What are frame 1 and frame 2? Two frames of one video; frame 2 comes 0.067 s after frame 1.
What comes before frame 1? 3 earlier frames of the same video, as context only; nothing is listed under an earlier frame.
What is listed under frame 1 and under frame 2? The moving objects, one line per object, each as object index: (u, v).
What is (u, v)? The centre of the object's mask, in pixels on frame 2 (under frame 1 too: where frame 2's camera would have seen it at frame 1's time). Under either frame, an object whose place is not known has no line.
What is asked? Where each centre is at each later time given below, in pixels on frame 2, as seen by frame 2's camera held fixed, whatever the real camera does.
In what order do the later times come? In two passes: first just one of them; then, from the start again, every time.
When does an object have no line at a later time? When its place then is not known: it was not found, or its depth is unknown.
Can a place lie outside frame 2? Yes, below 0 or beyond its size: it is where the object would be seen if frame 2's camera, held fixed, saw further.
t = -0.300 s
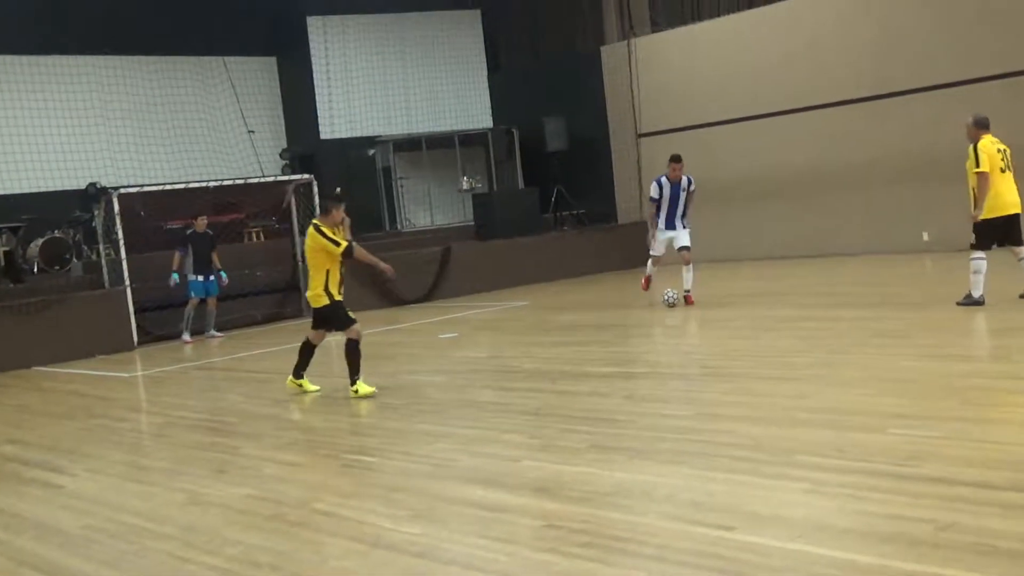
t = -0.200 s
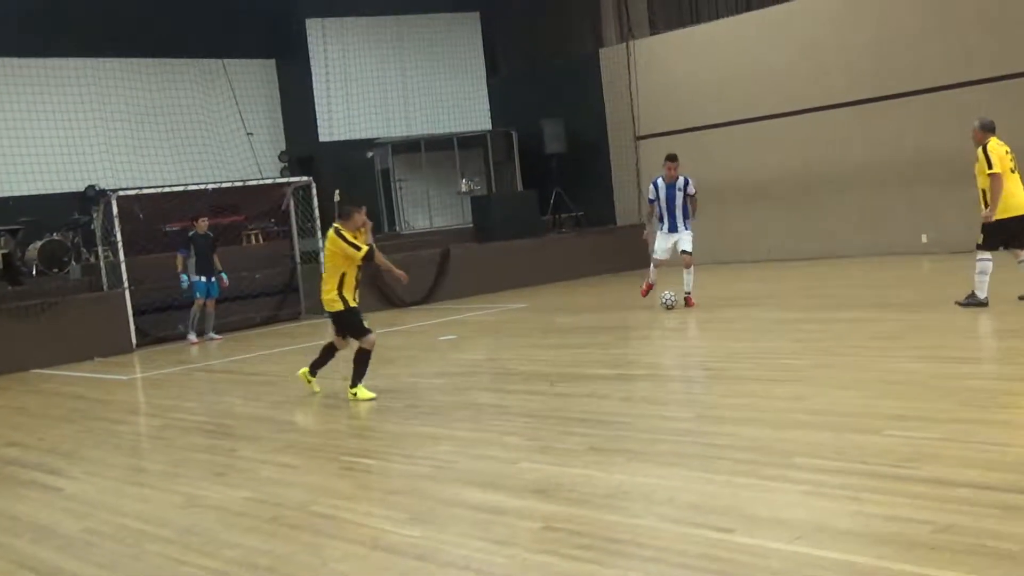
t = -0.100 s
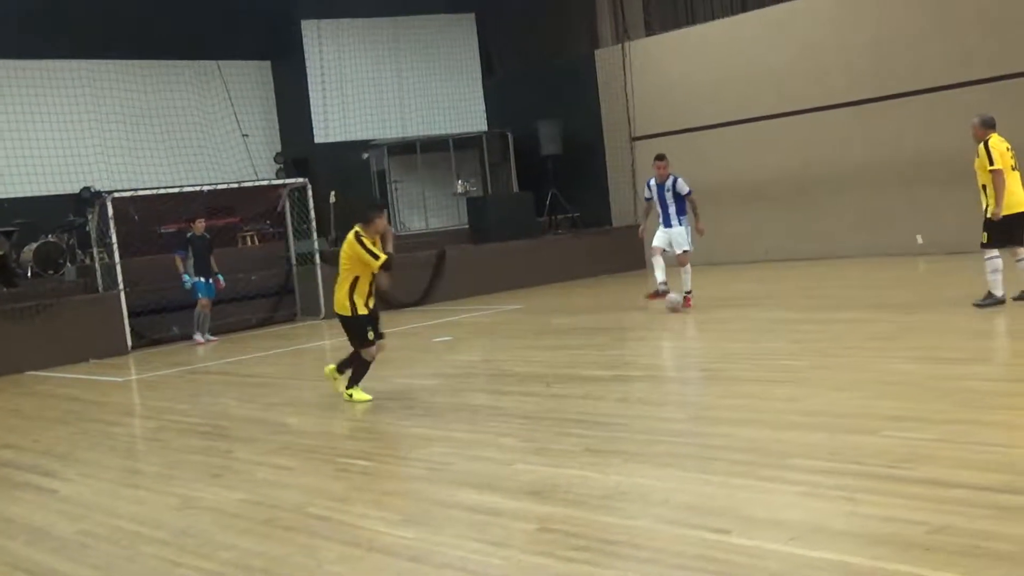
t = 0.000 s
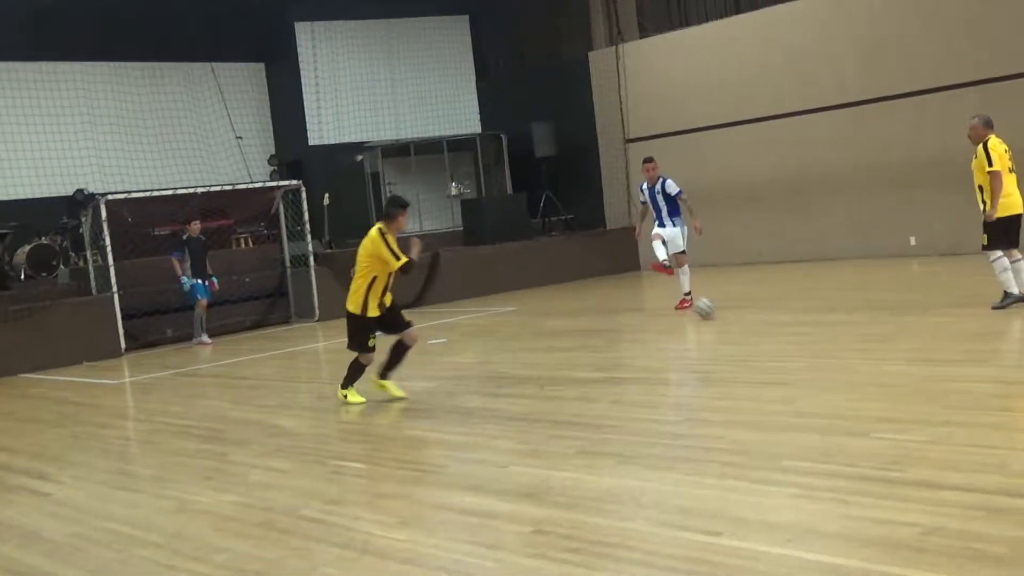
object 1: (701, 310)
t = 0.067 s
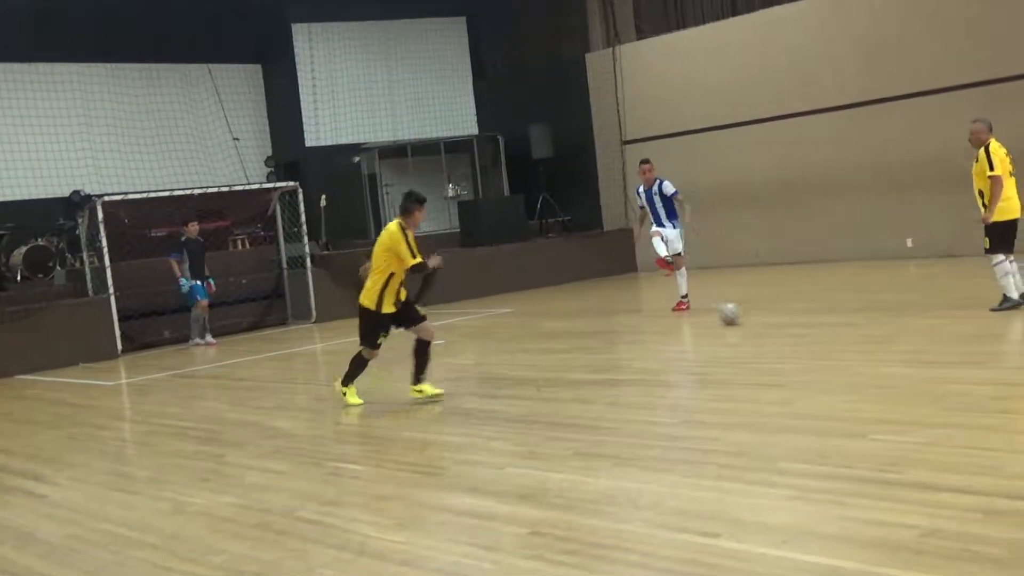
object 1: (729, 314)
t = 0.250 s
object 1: (813, 325)
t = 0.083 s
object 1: (735, 315)
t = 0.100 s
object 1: (742, 316)
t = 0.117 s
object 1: (750, 317)
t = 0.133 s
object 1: (757, 319)
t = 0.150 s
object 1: (764, 319)
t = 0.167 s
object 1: (772, 321)
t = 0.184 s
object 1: (780, 321)
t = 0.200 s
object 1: (788, 323)
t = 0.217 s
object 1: (797, 323)
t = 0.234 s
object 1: (805, 324)
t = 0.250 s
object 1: (813, 325)
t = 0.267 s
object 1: (822, 326)
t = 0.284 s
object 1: (830, 326)
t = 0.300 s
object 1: (839, 328)
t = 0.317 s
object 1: (848, 330)
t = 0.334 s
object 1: (859, 331)
